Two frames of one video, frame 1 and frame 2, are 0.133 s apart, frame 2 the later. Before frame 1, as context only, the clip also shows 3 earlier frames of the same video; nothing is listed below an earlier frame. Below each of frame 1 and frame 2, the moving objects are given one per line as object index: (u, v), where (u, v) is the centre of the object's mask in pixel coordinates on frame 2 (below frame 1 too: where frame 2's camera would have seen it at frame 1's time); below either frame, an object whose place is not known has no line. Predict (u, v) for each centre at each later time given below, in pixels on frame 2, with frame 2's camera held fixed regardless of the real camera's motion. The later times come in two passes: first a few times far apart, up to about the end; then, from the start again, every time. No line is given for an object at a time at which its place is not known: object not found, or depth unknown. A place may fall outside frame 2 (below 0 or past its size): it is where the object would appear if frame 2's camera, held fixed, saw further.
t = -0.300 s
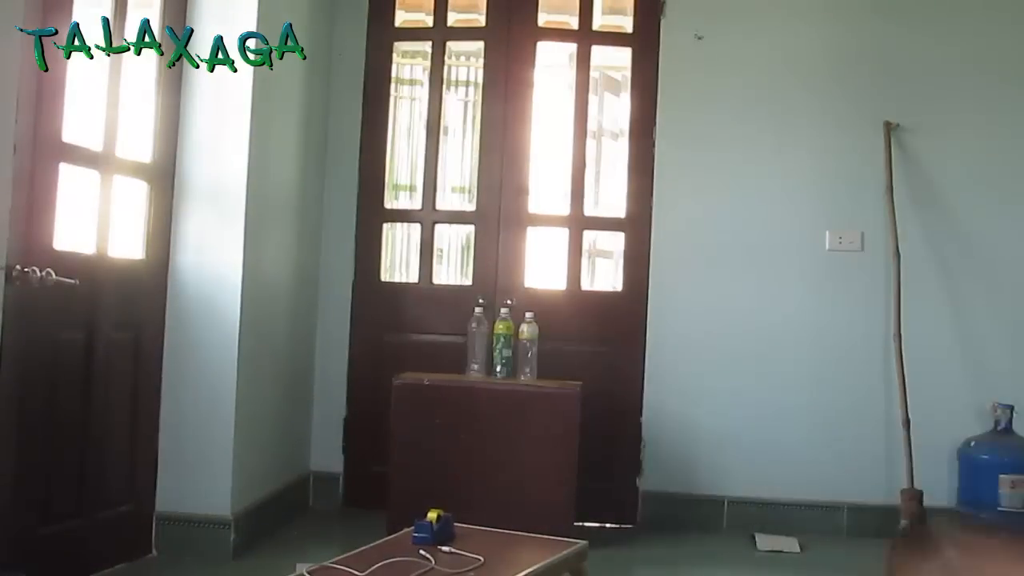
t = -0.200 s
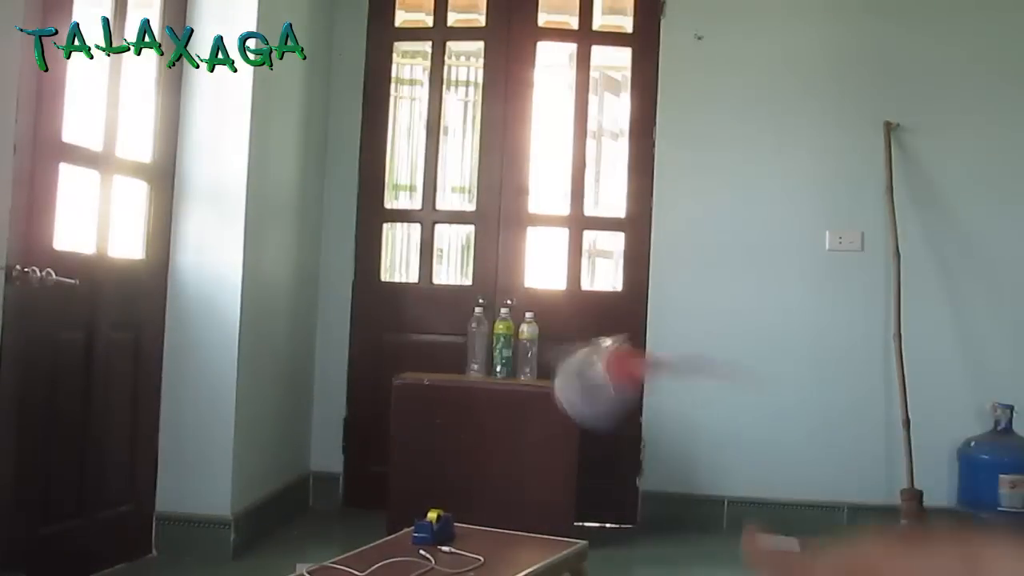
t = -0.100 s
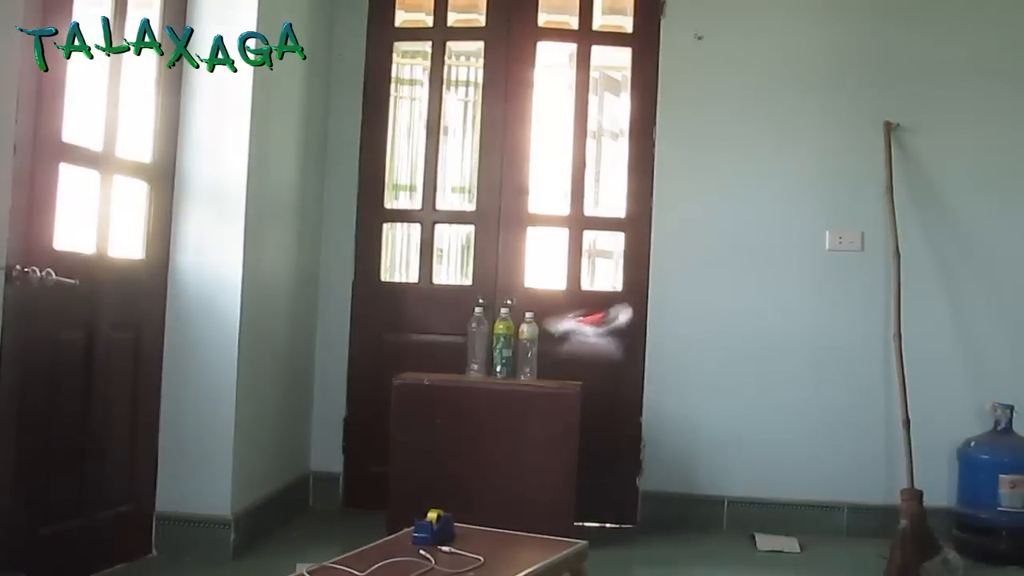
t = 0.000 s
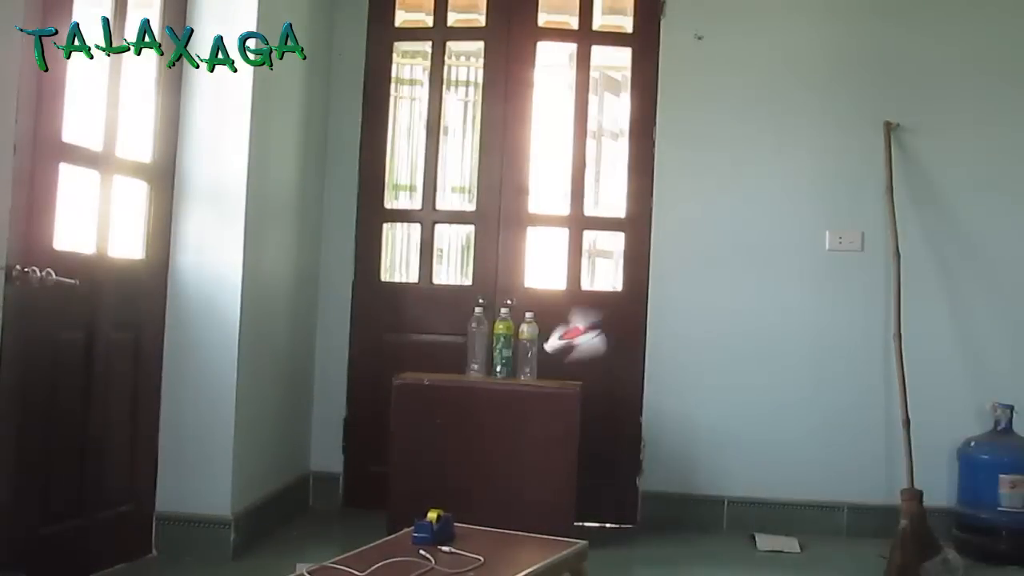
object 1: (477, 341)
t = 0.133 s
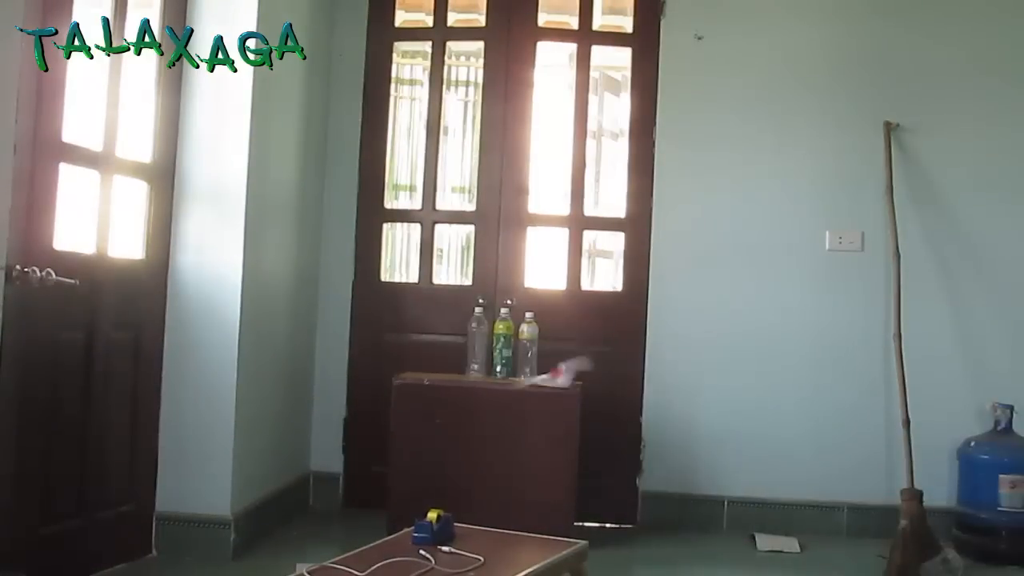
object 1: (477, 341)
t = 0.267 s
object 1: (478, 341)
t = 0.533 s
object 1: (478, 342)
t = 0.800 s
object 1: (470, 343)
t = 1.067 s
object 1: (456, 348)
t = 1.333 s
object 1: (442, 370)
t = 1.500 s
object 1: (442, 424)
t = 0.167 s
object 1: (477, 341)
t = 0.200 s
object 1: (477, 341)
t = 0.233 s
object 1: (478, 341)
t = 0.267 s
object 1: (478, 341)
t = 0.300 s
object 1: (479, 341)
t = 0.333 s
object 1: (479, 341)
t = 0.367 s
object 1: (480, 342)
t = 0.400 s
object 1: (480, 341)
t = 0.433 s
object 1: (480, 341)
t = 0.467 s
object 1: (479, 341)
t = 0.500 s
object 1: (479, 341)
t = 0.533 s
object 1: (478, 342)
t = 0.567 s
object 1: (477, 341)
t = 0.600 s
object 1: (476, 342)
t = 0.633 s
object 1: (475, 342)
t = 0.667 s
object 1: (475, 341)
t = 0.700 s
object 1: (474, 341)
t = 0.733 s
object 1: (472, 343)
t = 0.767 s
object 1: (471, 343)
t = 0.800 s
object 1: (470, 343)
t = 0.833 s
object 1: (469, 343)
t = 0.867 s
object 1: (468, 343)
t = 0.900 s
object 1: (467, 343)
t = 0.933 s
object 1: (465, 344)
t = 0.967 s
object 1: (464, 344)
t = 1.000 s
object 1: (462, 345)
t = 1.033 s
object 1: (459, 346)
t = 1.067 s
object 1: (456, 348)
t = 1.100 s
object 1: (453, 350)
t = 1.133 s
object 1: (448, 355)
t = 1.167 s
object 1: (444, 362)
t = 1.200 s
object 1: (445, 366)
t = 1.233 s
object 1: (444, 363)
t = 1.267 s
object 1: (444, 361)
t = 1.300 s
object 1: (444, 363)
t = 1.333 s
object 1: (442, 370)
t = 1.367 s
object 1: (442, 376)
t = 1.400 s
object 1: (442, 382)
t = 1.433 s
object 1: (442, 392)
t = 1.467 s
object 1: (442, 408)
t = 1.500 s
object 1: (442, 424)
